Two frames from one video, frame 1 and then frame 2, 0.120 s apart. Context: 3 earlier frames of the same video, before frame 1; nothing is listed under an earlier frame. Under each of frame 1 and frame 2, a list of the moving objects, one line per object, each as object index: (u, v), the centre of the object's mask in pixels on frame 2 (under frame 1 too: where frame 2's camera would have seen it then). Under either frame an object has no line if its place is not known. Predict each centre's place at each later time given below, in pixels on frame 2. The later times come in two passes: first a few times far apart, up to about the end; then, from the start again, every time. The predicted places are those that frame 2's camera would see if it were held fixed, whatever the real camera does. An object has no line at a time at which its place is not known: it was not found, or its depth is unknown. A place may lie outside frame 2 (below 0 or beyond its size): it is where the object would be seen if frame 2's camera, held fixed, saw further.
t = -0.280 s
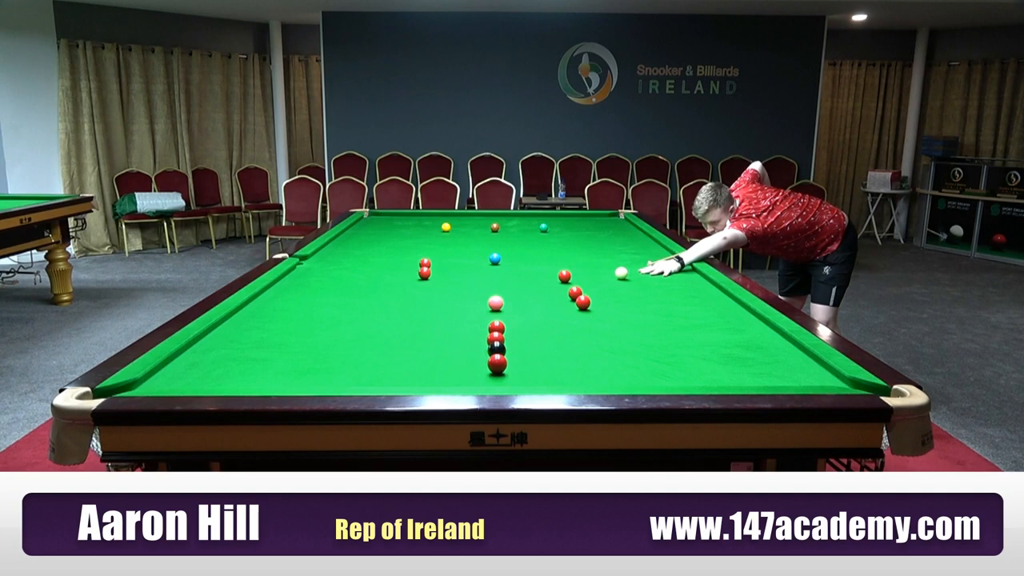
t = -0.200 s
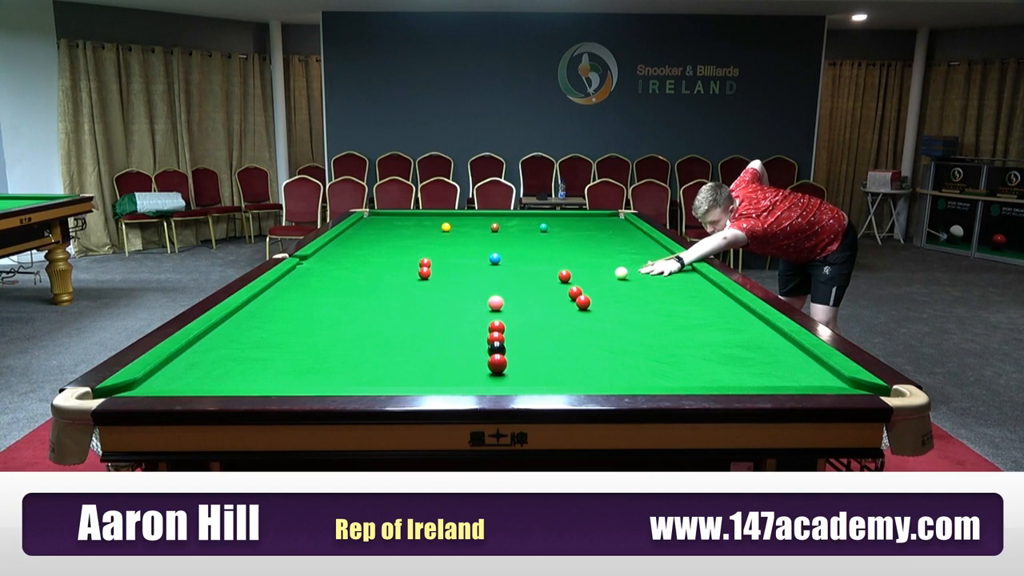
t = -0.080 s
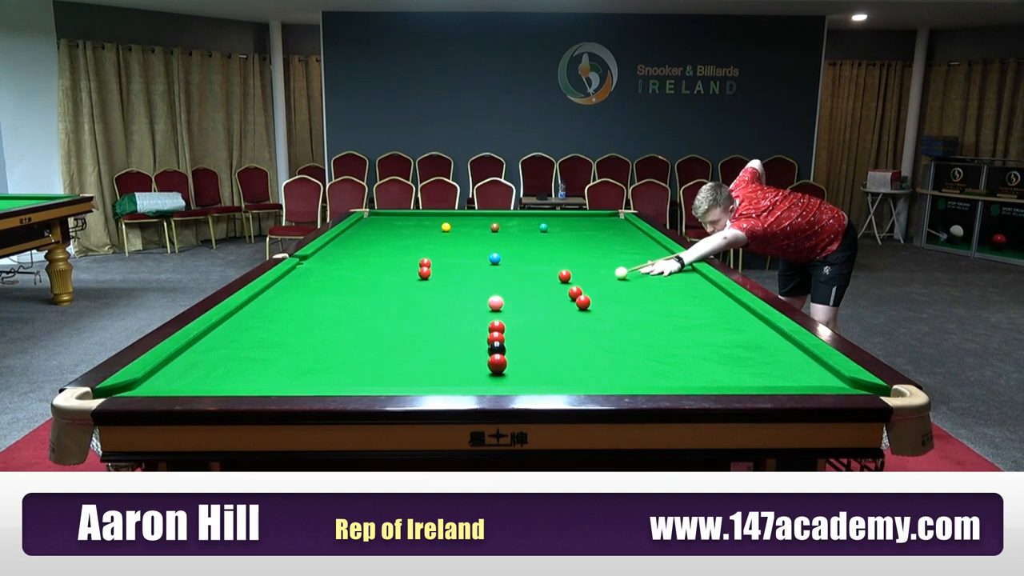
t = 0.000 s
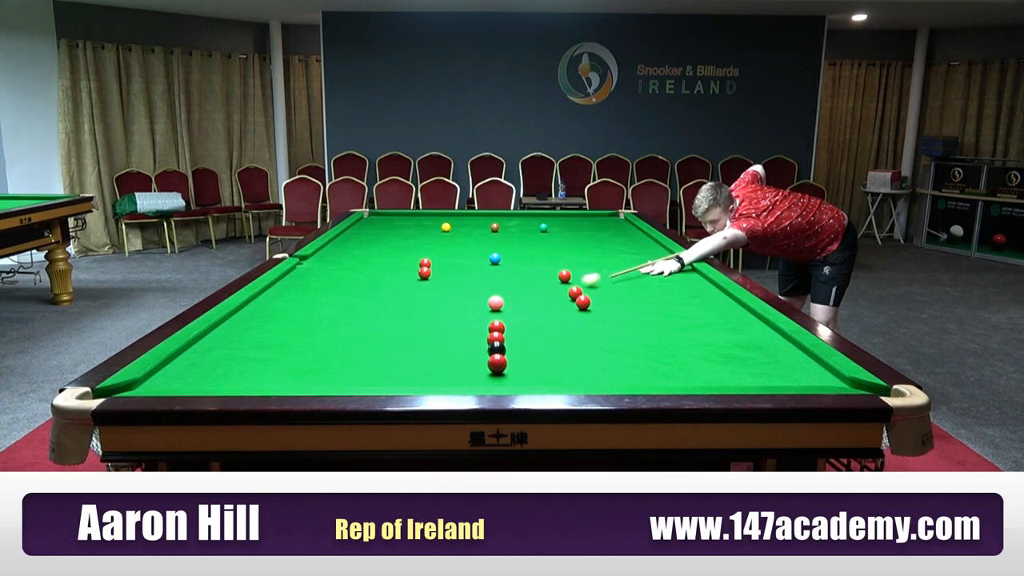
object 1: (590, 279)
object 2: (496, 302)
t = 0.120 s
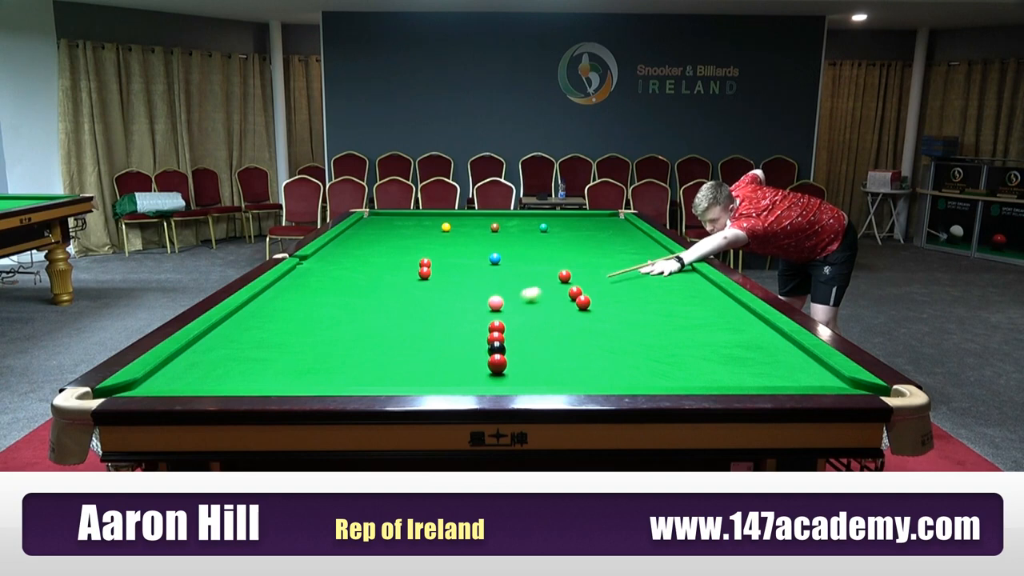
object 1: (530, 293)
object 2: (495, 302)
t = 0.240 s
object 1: (504, 301)
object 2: (455, 311)
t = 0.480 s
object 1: (492, 304)
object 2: (308, 346)
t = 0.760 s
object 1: (478, 308)
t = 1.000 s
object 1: (466, 311)
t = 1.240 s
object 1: (455, 314)
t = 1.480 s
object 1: (444, 316)
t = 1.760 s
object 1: (434, 319)
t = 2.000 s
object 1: (425, 321)
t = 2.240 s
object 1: (418, 323)
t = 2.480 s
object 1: (411, 324)
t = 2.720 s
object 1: (405, 326)
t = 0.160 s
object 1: (510, 299)
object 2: (495, 302)
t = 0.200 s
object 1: (506, 300)
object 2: (476, 306)
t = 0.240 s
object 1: (504, 301)
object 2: (455, 311)
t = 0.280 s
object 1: (503, 301)
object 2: (432, 316)
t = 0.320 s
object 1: (500, 302)
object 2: (408, 322)
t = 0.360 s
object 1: (498, 303)
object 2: (384, 328)
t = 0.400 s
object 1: (496, 303)
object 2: (359, 334)
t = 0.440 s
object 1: (494, 303)
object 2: (334, 340)
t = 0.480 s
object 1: (492, 304)
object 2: (308, 346)
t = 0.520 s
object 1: (490, 305)
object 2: (282, 352)
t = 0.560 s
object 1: (488, 305)
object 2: (255, 358)
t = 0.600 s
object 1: (486, 306)
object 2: (228, 364)
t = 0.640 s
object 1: (484, 306)
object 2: (201, 371)
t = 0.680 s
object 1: (482, 307)
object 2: (173, 377)
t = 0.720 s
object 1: (480, 307)
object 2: (142, 382)
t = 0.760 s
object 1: (478, 308)
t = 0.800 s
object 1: (476, 308)
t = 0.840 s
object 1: (473, 309)
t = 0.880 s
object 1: (472, 309)
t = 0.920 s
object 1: (470, 310)
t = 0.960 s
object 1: (468, 310)
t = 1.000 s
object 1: (466, 311)
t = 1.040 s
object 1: (464, 311)
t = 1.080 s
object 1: (462, 312)
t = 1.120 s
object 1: (460, 312)
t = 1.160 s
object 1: (458, 313)
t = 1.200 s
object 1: (457, 313)
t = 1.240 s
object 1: (455, 314)
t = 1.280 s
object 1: (453, 314)
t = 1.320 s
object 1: (451, 315)
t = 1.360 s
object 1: (449, 315)
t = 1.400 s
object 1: (448, 315)
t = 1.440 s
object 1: (446, 316)
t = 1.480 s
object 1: (444, 316)
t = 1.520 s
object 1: (443, 317)
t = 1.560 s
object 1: (441, 317)
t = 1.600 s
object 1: (440, 318)
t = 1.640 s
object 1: (438, 318)
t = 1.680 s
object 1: (437, 318)
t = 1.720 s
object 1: (435, 318)
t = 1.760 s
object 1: (434, 319)
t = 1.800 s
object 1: (432, 319)
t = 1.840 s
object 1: (431, 320)
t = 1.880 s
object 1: (429, 320)
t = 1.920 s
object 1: (428, 320)
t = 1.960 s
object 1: (427, 321)
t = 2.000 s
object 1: (425, 321)
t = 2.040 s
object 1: (424, 321)
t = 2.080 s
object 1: (423, 322)
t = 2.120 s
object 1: (421, 322)
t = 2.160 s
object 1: (420, 322)
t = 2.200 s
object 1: (419, 323)
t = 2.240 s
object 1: (418, 323)
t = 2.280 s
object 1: (417, 323)
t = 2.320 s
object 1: (416, 323)
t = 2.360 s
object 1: (415, 324)
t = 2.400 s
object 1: (414, 324)
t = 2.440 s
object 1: (412, 324)
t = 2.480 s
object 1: (411, 324)
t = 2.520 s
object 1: (410, 325)
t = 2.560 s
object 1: (409, 325)
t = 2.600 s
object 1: (408, 325)
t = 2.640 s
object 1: (407, 326)
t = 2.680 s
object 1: (406, 326)
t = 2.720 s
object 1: (405, 326)
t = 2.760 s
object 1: (404, 327)
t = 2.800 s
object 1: (404, 327)
